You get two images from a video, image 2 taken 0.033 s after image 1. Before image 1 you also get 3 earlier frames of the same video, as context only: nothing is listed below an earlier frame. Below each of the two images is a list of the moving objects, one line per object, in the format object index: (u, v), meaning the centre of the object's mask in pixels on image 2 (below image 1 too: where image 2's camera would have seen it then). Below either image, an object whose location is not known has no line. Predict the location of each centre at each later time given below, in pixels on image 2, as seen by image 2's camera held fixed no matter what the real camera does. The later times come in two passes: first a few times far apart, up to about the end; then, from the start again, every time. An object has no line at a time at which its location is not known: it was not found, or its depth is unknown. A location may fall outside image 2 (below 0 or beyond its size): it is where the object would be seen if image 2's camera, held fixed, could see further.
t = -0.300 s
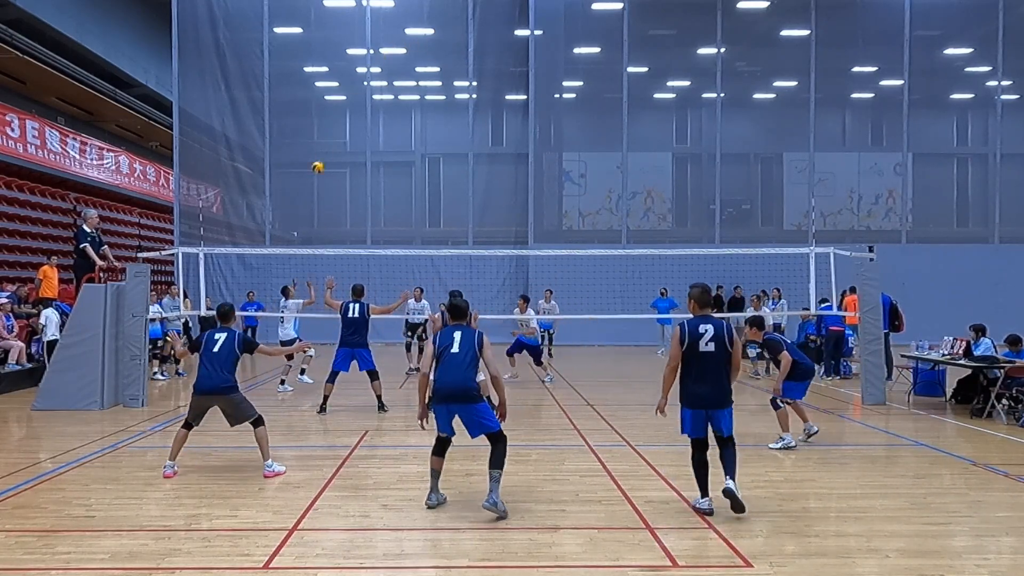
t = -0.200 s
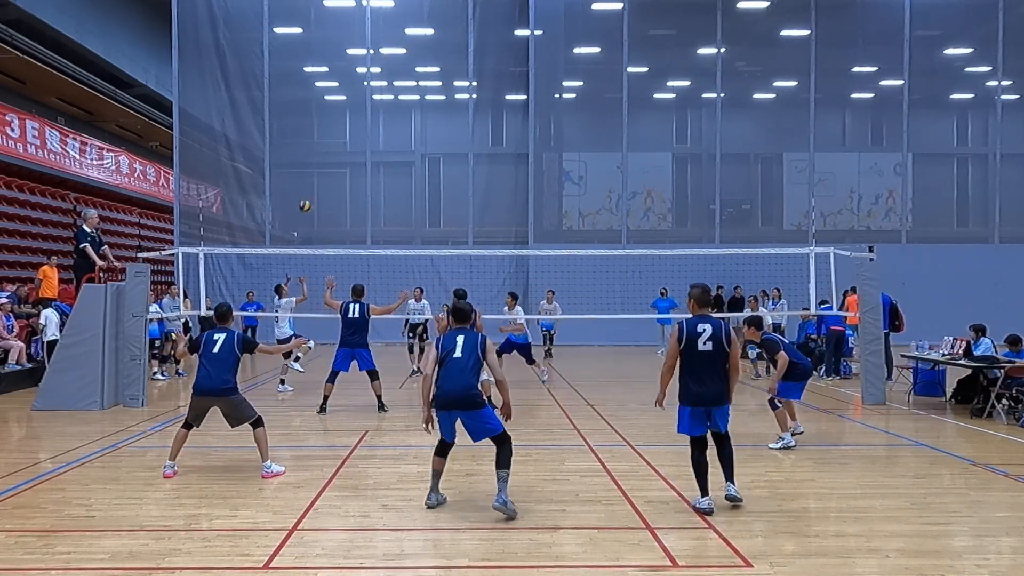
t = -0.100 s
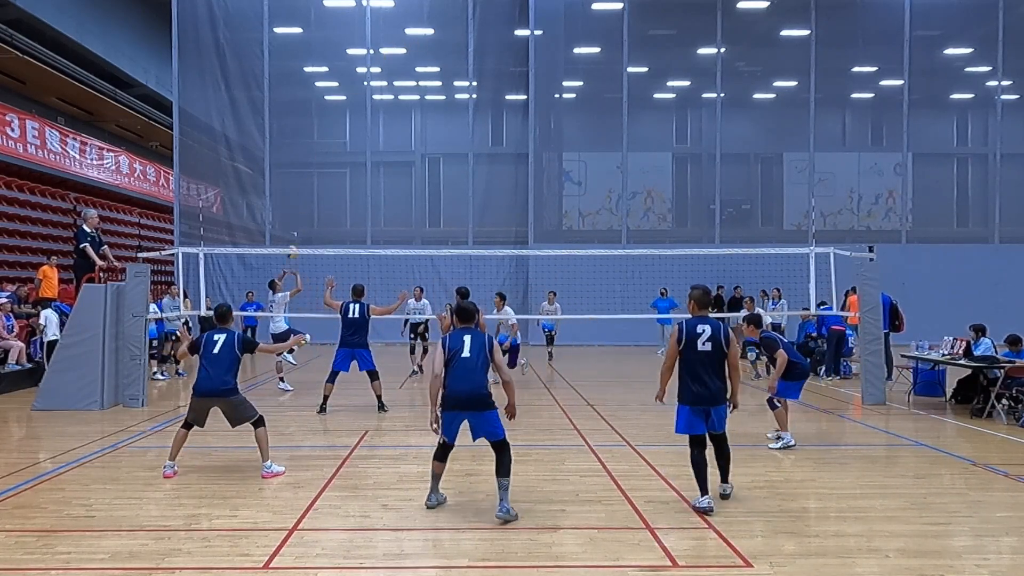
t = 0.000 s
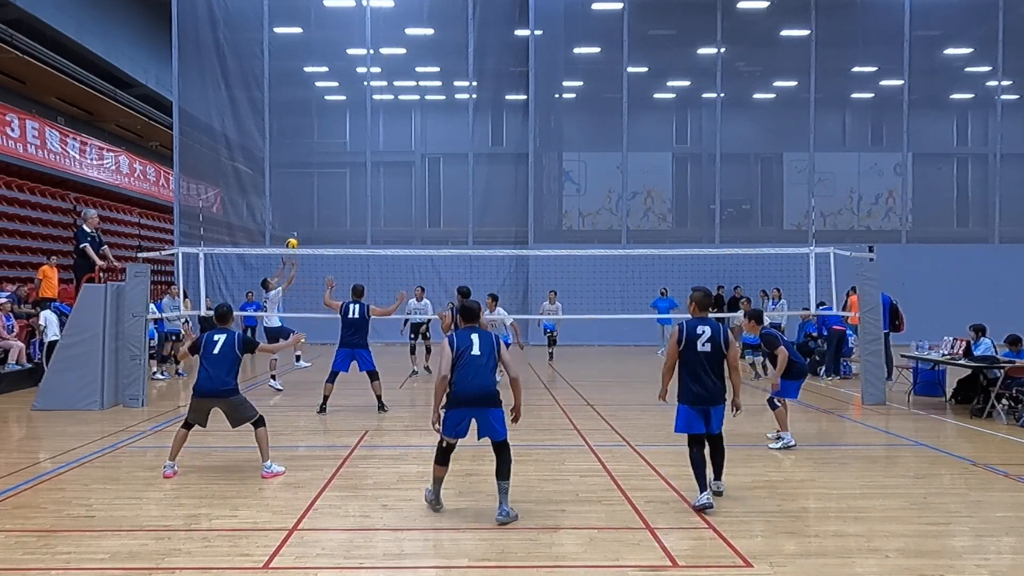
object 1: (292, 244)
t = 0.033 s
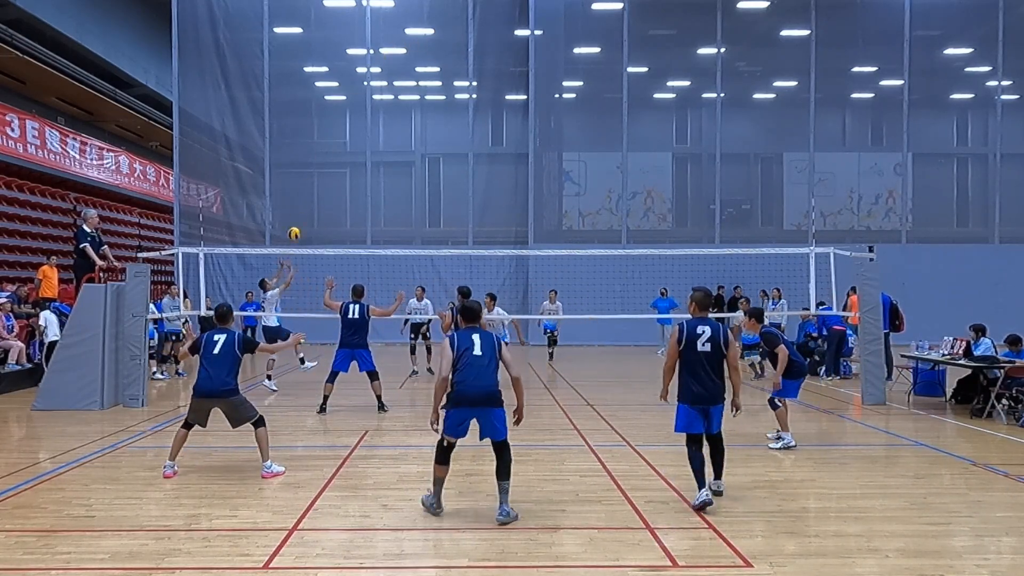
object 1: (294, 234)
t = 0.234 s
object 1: (307, 182)
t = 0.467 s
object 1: (324, 154)
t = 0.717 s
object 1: (340, 156)
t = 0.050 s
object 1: (295, 229)
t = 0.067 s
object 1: (296, 224)
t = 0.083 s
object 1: (297, 218)
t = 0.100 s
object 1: (299, 214)
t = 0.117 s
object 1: (300, 209)
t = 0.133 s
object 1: (301, 205)
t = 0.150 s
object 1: (302, 200)
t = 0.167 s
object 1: (303, 196)
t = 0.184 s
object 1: (304, 193)
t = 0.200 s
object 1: (305, 189)
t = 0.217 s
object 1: (306, 186)
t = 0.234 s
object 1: (307, 182)
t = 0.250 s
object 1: (309, 179)
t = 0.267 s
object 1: (310, 176)
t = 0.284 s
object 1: (311, 173)
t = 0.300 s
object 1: (312, 171)
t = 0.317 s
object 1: (313, 168)
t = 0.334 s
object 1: (314, 166)
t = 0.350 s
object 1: (316, 164)
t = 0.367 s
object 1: (317, 162)
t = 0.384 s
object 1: (318, 161)
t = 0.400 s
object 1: (319, 159)
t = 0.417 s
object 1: (320, 158)
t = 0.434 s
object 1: (321, 156)
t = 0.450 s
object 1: (322, 155)
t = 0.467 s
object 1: (324, 154)
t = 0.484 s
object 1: (324, 153)
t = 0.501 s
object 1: (326, 153)
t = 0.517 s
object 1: (327, 152)
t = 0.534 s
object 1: (328, 151)
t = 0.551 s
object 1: (329, 151)
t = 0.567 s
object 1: (330, 151)
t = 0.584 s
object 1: (331, 151)
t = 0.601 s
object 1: (333, 151)
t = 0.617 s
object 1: (333, 152)
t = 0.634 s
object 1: (335, 152)
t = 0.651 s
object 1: (335, 152)
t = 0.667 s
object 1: (337, 153)
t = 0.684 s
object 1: (338, 154)
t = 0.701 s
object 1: (339, 155)
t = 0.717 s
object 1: (340, 156)
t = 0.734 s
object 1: (341, 157)
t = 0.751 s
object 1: (342, 159)
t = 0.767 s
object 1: (343, 160)
